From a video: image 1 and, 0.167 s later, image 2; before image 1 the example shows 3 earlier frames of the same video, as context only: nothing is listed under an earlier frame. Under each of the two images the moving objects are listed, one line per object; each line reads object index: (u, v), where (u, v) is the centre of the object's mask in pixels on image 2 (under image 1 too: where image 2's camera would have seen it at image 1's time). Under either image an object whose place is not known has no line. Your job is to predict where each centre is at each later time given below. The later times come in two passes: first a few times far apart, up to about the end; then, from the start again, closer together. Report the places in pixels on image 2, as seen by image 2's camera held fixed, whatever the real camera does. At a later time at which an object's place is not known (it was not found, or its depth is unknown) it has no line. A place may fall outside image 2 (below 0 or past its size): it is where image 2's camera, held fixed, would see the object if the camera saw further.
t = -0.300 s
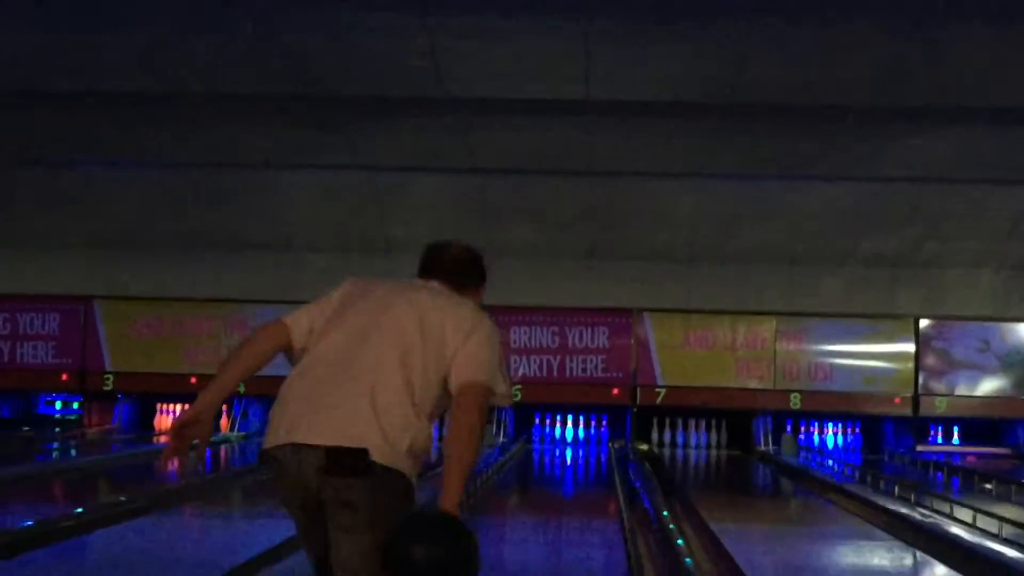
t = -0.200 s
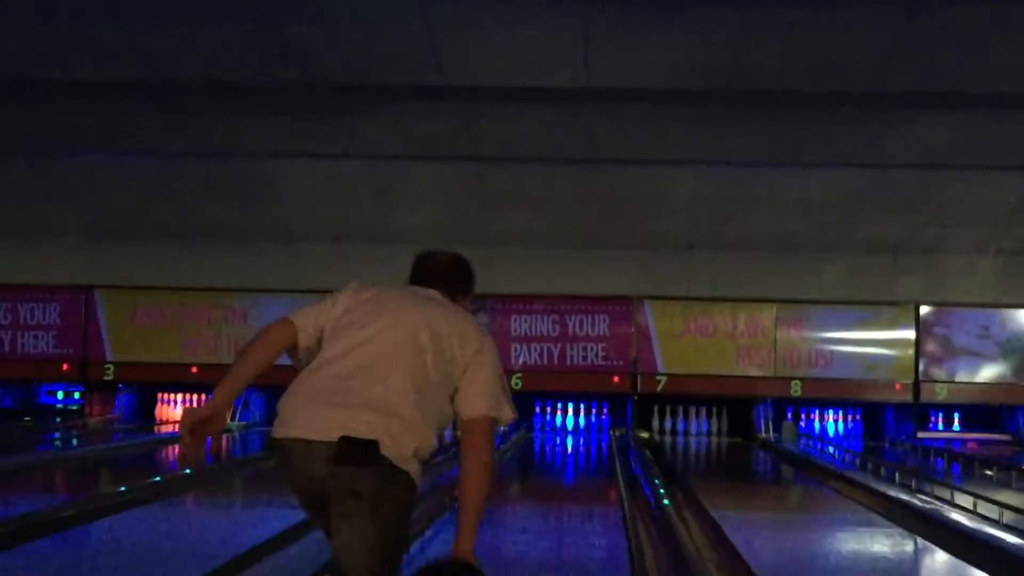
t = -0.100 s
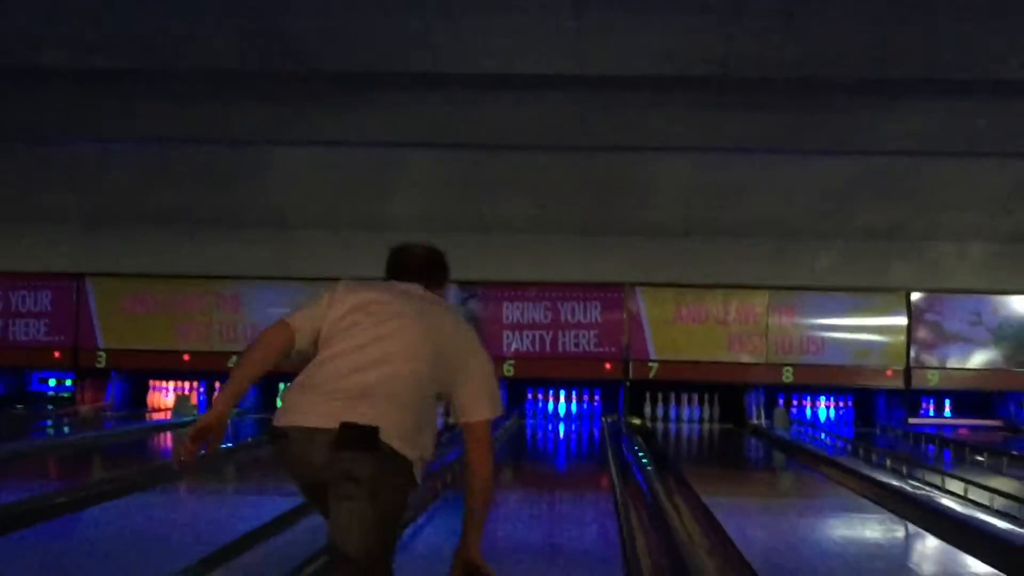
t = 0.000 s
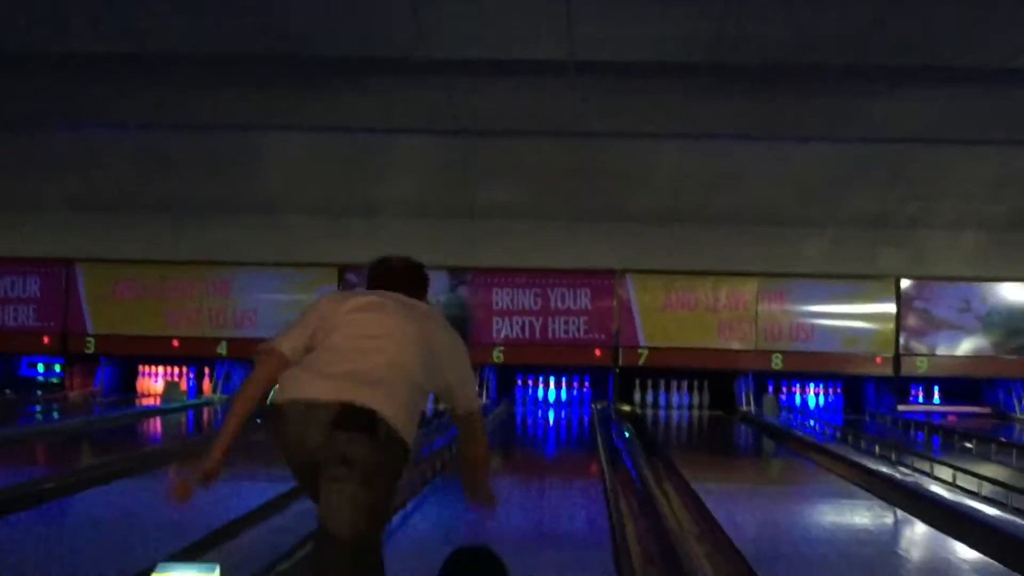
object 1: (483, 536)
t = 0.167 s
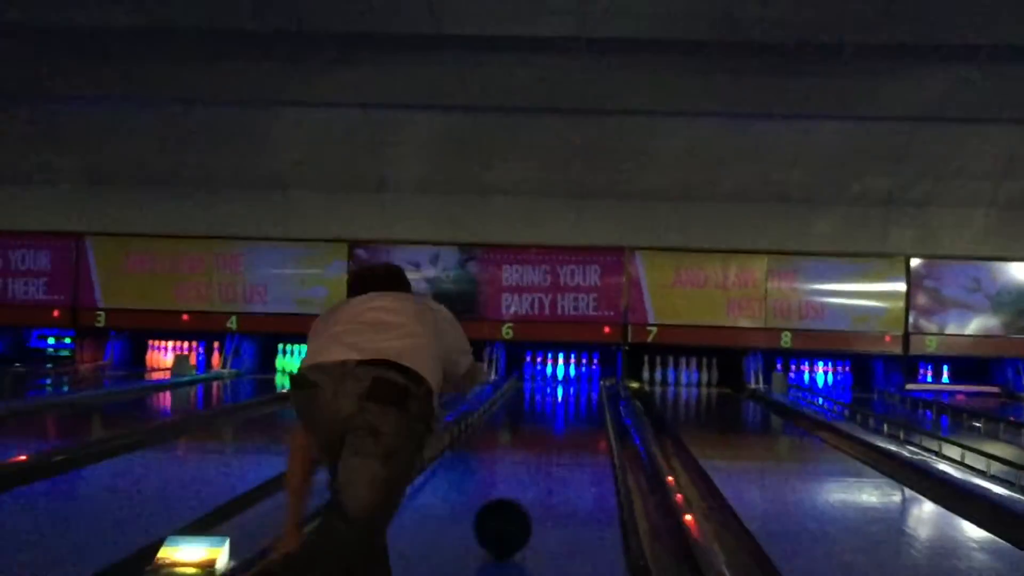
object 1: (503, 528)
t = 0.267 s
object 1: (511, 508)
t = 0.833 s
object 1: (540, 445)
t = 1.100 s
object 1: (545, 426)
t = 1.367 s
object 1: (549, 415)
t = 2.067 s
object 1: (552, 391)
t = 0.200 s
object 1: (506, 521)
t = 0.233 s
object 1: (509, 514)
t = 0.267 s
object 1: (511, 508)
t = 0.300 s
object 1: (513, 502)
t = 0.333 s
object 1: (516, 497)
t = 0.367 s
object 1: (519, 492)
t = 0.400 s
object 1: (521, 487)
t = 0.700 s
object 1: (536, 454)
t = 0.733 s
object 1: (537, 451)
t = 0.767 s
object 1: (538, 449)
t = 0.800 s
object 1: (539, 445)
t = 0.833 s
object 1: (540, 445)
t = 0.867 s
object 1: (541, 442)
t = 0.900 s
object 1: (542, 438)
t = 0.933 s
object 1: (542, 437)
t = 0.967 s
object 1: (543, 436)
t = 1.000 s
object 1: (543, 434)
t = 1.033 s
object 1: (544, 432)
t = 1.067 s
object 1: (545, 431)
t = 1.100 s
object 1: (545, 426)
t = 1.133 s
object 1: (545, 425)
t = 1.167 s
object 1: (545, 424)
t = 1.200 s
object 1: (546, 422)
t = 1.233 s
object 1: (547, 420)
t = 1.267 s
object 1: (548, 419)
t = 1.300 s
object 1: (548, 417)
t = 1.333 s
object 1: (549, 416)
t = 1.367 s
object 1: (549, 415)
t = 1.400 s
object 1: (549, 412)
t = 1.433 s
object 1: (550, 411)
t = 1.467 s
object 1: (550, 411)
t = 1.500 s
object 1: (549, 408)
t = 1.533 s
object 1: (549, 406)
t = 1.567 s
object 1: (549, 405)
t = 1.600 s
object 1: (549, 405)
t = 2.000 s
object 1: (550, 393)
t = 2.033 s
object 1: (549, 393)
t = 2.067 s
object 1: (552, 391)
